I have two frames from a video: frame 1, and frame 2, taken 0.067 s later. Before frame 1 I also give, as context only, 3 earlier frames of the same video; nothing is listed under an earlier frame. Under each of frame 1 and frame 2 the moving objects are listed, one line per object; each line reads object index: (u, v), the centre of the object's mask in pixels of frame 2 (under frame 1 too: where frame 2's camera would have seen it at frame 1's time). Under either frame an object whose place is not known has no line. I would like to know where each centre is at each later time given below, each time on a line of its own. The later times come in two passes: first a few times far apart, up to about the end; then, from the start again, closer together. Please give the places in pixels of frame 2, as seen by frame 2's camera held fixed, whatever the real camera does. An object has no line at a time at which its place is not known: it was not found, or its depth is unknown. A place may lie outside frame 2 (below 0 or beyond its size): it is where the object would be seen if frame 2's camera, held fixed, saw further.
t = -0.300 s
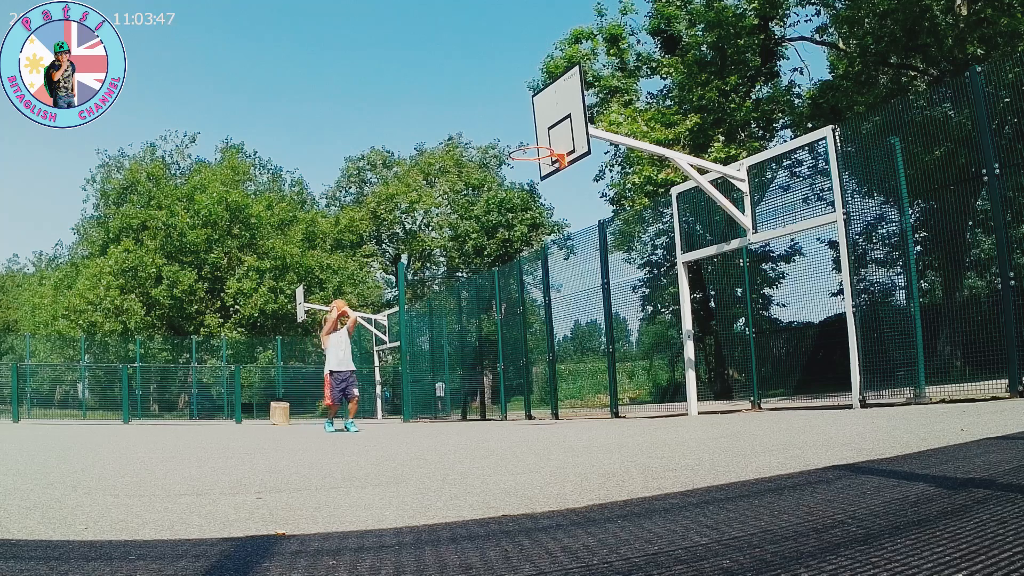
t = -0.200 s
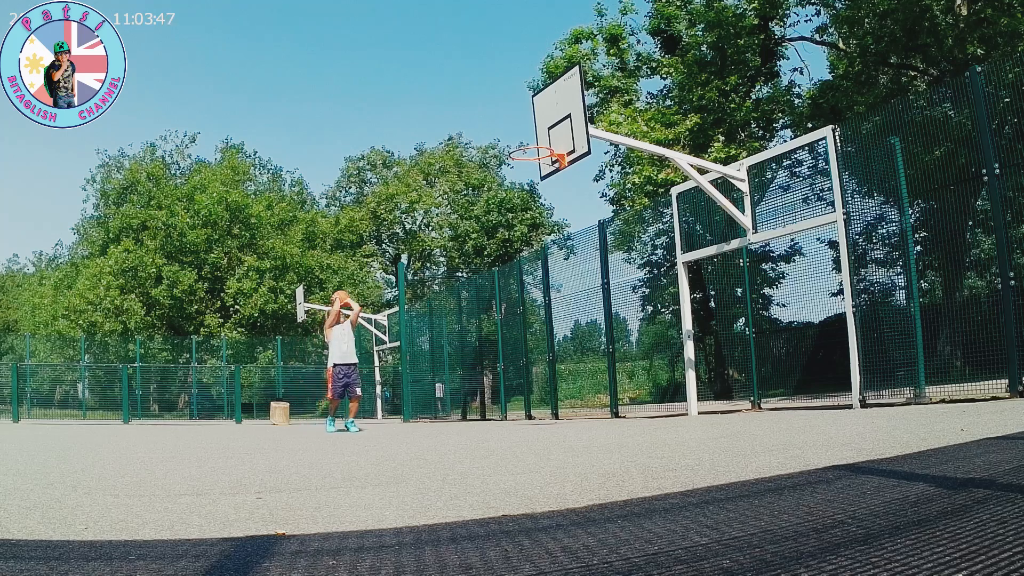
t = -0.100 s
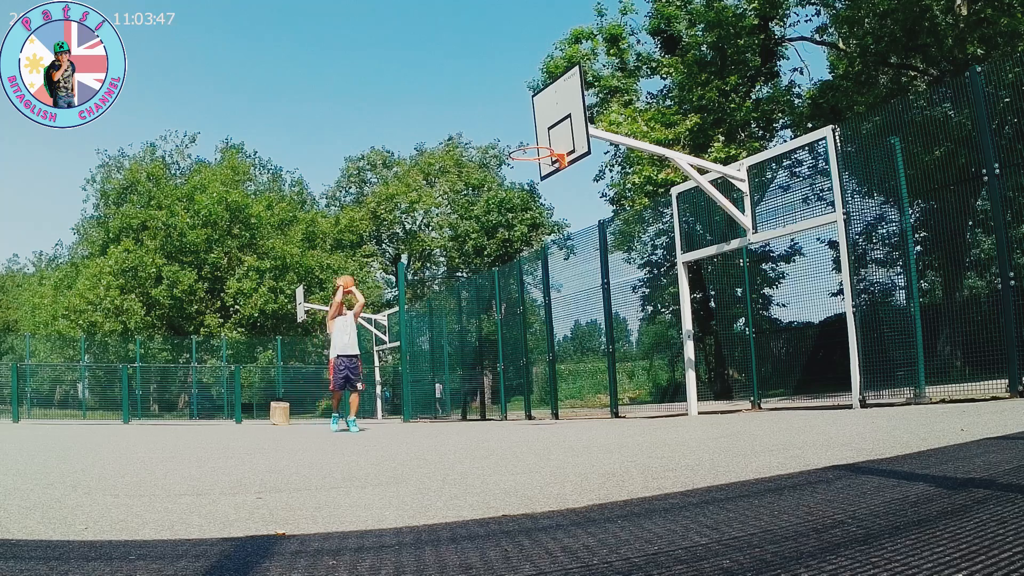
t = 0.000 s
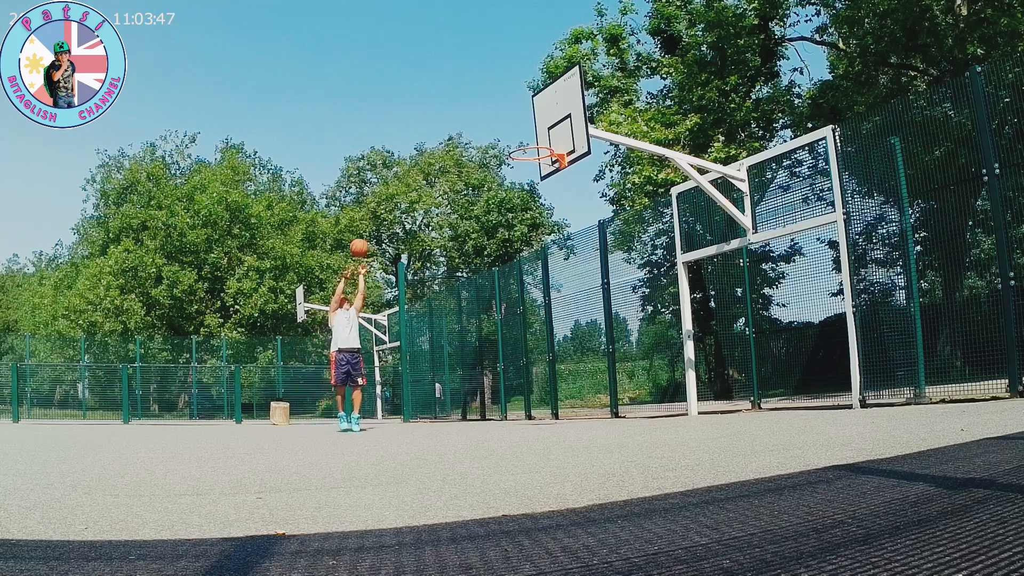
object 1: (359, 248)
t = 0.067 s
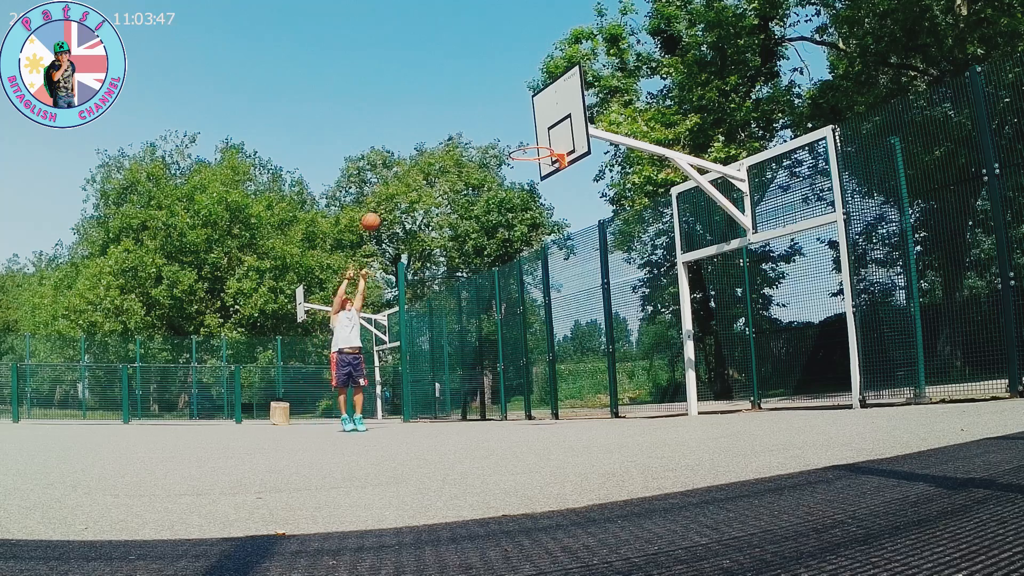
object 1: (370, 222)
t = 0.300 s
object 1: (414, 154)
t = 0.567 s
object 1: (470, 122)
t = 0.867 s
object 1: (539, 155)
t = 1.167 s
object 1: (490, 280)
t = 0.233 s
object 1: (402, 169)
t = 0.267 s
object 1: (408, 161)
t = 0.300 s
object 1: (414, 154)
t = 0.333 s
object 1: (421, 147)
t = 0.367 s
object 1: (427, 141)
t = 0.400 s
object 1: (434, 136)
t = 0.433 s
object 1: (441, 131)
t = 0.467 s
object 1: (448, 128)
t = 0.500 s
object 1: (455, 125)
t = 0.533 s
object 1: (463, 123)
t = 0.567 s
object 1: (470, 122)
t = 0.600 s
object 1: (477, 122)
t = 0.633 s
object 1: (485, 122)
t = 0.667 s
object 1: (493, 124)
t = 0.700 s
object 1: (501, 127)
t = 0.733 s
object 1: (509, 130)
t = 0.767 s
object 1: (517, 134)
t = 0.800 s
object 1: (526, 139)
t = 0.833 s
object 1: (535, 147)
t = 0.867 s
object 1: (539, 155)
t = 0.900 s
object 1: (534, 166)
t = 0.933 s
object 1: (528, 177)
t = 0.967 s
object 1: (523, 188)
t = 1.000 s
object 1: (517, 201)
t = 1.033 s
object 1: (512, 215)
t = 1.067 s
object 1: (507, 230)
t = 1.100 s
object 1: (501, 246)
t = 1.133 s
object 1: (496, 262)
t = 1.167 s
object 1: (490, 280)
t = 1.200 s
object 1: (486, 299)
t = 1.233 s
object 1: (481, 319)
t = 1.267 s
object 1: (477, 340)
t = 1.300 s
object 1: (472, 361)
